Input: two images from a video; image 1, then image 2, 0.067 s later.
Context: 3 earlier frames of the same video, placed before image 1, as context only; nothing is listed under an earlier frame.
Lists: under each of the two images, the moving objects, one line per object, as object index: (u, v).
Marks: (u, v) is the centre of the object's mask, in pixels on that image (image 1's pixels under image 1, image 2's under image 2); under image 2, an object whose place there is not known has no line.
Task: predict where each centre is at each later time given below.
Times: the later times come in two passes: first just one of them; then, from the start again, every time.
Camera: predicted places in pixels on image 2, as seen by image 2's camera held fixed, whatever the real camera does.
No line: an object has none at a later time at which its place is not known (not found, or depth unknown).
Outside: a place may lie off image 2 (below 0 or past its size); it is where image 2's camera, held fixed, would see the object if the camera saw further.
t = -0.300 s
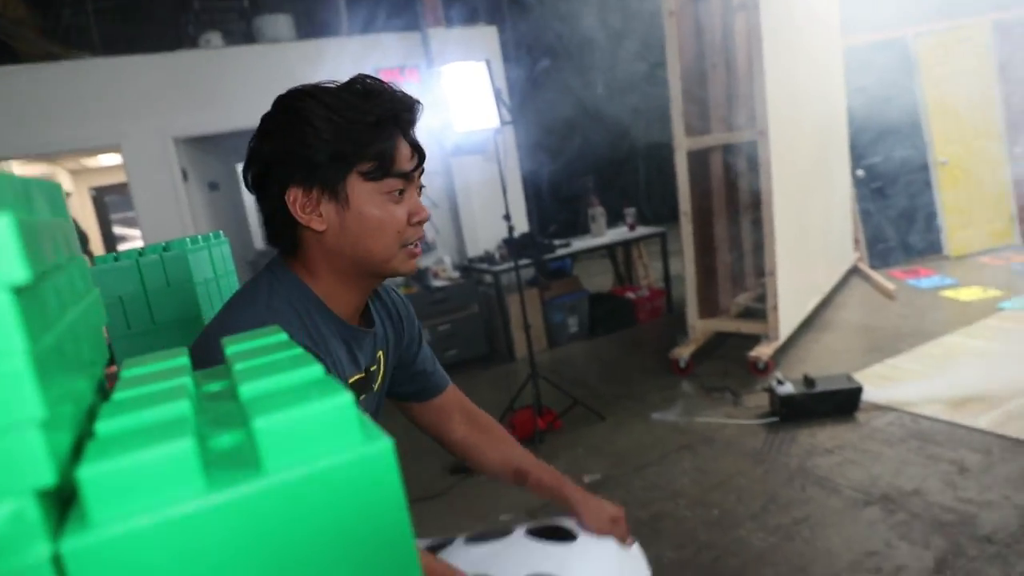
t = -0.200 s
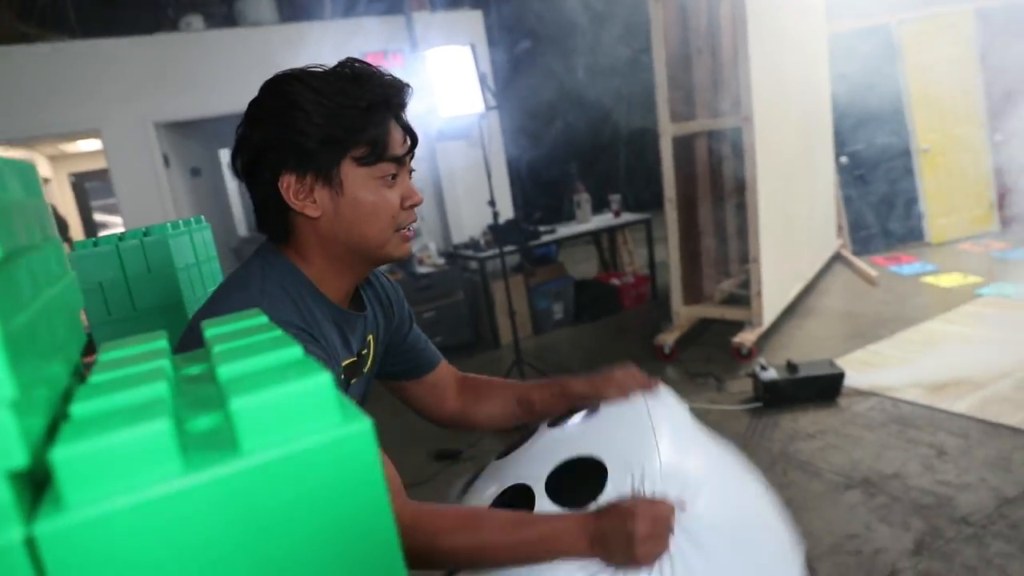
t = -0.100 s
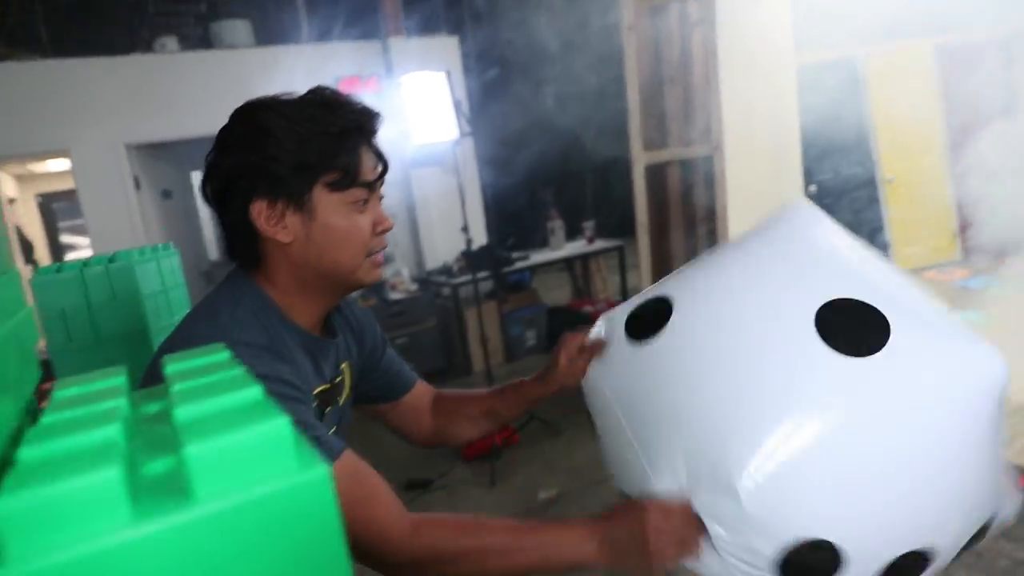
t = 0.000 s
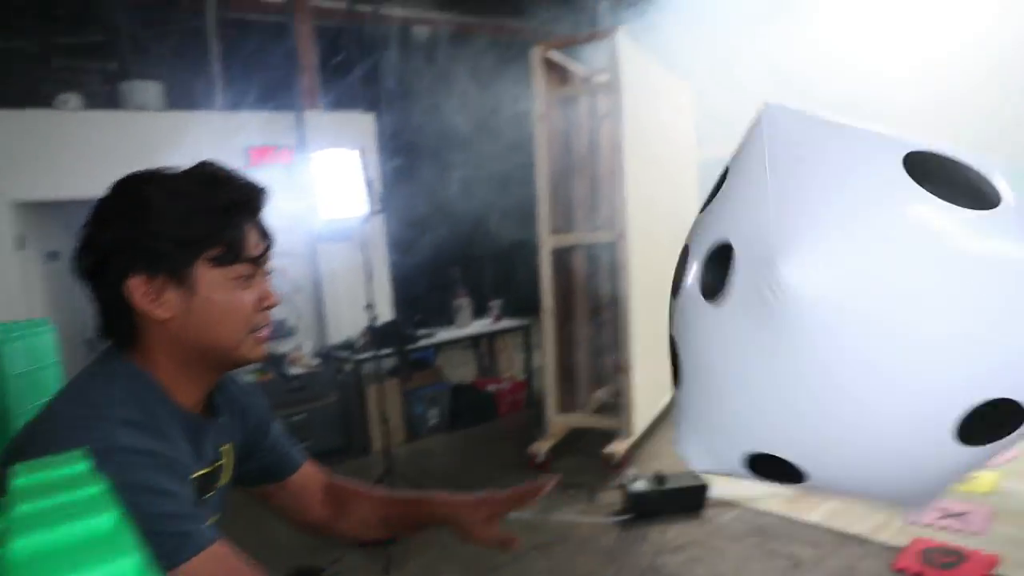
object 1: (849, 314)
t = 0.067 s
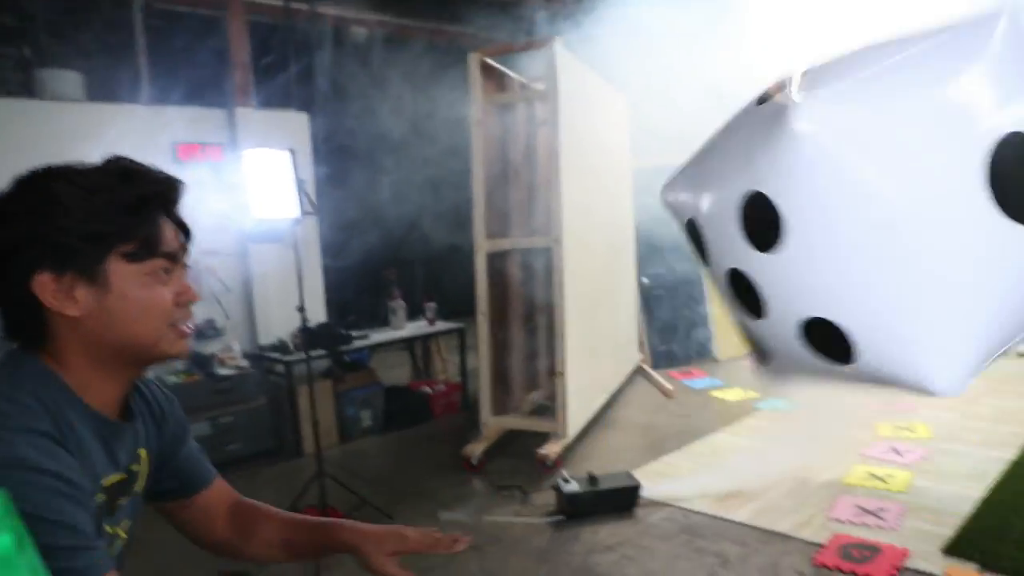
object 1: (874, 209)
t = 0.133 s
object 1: (940, 163)
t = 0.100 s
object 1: (909, 182)
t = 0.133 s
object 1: (940, 163)
